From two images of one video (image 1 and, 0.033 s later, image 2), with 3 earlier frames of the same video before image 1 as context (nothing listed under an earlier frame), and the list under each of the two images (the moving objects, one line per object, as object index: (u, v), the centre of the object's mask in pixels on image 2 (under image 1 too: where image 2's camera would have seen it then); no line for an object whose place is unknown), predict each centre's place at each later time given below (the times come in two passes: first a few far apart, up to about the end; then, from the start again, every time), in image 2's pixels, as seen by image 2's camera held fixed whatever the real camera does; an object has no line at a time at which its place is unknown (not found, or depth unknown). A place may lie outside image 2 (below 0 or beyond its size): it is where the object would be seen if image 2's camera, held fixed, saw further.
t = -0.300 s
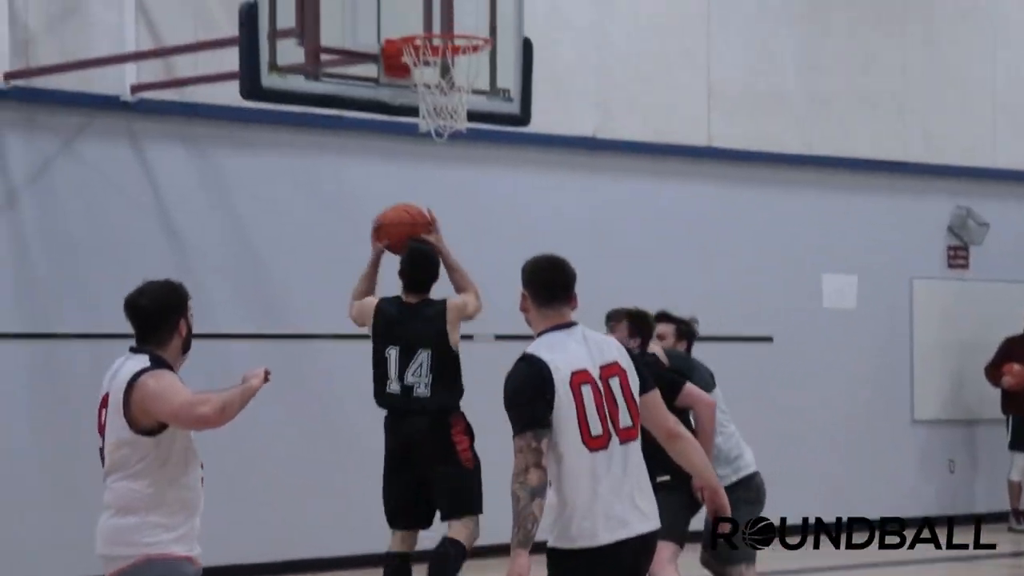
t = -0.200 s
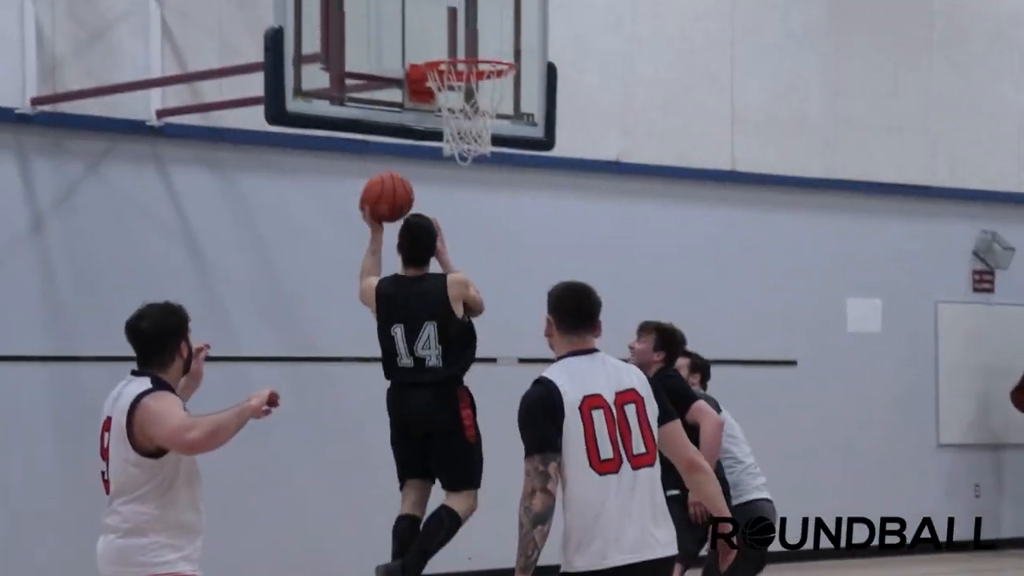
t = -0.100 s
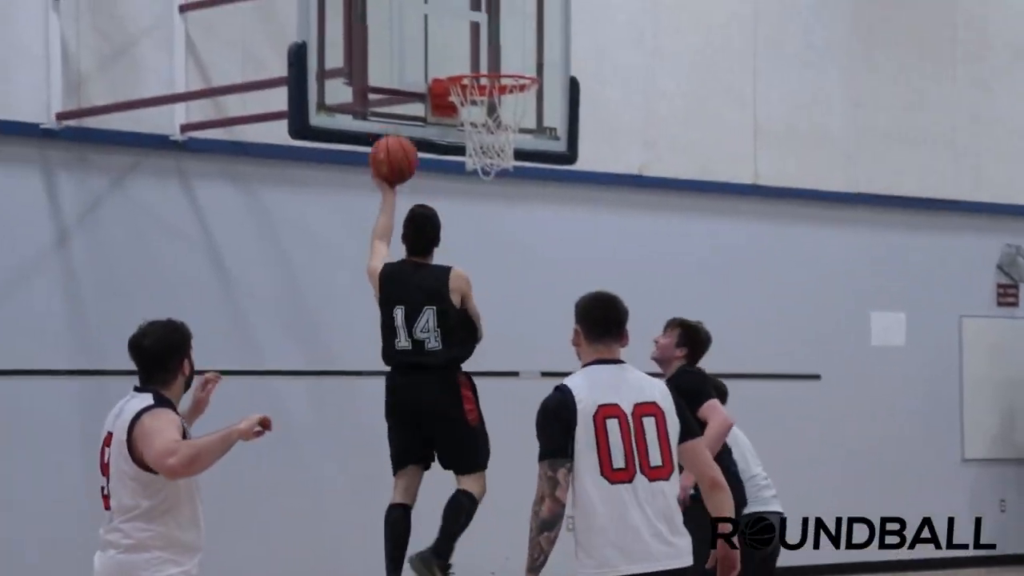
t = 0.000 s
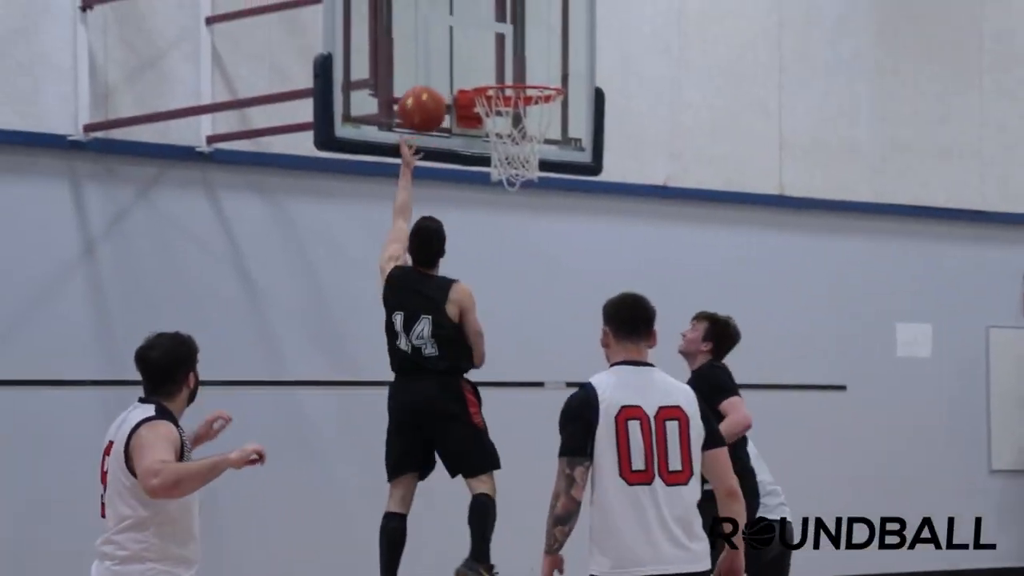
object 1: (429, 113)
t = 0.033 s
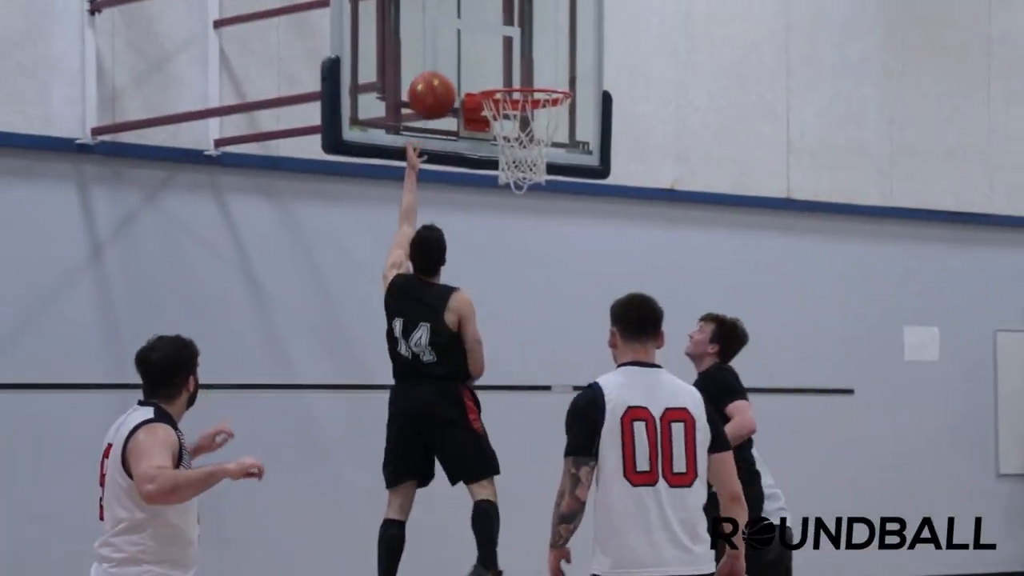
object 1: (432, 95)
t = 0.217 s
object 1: (446, 40)
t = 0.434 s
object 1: (499, 42)
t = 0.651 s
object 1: (526, 113)
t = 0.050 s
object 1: (433, 87)
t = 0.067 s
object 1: (434, 80)
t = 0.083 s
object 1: (436, 73)
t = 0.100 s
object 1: (438, 67)
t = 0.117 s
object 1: (439, 62)
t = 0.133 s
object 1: (440, 57)
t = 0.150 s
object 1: (441, 53)
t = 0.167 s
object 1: (442, 49)
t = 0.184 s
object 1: (444, 45)
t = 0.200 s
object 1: (445, 42)
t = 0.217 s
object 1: (446, 40)
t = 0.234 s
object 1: (447, 38)
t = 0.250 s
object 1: (449, 37)
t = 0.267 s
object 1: (450, 37)
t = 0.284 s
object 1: (454, 35)
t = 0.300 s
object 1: (459, 34)
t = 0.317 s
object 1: (464, 33)
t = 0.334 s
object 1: (470, 33)
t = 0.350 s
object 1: (474, 33)
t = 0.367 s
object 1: (479, 34)
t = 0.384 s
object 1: (484, 35)
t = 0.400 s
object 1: (490, 37)
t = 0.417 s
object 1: (494, 39)
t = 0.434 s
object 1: (499, 42)
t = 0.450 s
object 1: (504, 45)
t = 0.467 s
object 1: (509, 50)
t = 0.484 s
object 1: (514, 54)
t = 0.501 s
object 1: (520, 59)
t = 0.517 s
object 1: (525, 65)
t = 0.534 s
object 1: (529, 69)
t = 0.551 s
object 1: (534, 73)
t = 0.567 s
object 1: (540, 77)
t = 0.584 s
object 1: (543, 80)
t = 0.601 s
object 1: (540, 96)
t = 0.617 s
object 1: (537, 102)
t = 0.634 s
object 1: (532, 108)
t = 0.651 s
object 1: (526, 113)
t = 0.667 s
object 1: (523, 118)
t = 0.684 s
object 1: (519, 125)
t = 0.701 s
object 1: (517, 133)
